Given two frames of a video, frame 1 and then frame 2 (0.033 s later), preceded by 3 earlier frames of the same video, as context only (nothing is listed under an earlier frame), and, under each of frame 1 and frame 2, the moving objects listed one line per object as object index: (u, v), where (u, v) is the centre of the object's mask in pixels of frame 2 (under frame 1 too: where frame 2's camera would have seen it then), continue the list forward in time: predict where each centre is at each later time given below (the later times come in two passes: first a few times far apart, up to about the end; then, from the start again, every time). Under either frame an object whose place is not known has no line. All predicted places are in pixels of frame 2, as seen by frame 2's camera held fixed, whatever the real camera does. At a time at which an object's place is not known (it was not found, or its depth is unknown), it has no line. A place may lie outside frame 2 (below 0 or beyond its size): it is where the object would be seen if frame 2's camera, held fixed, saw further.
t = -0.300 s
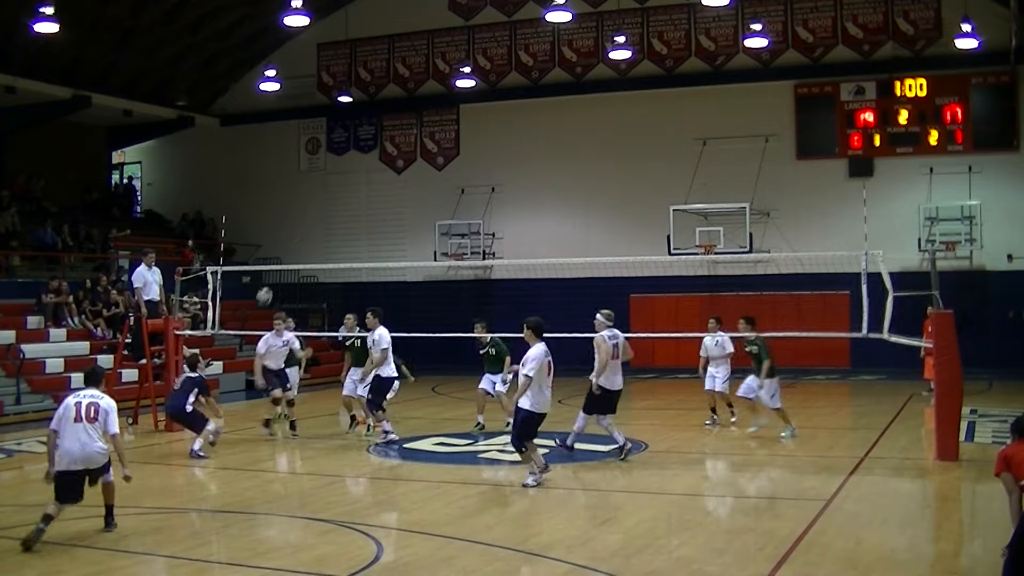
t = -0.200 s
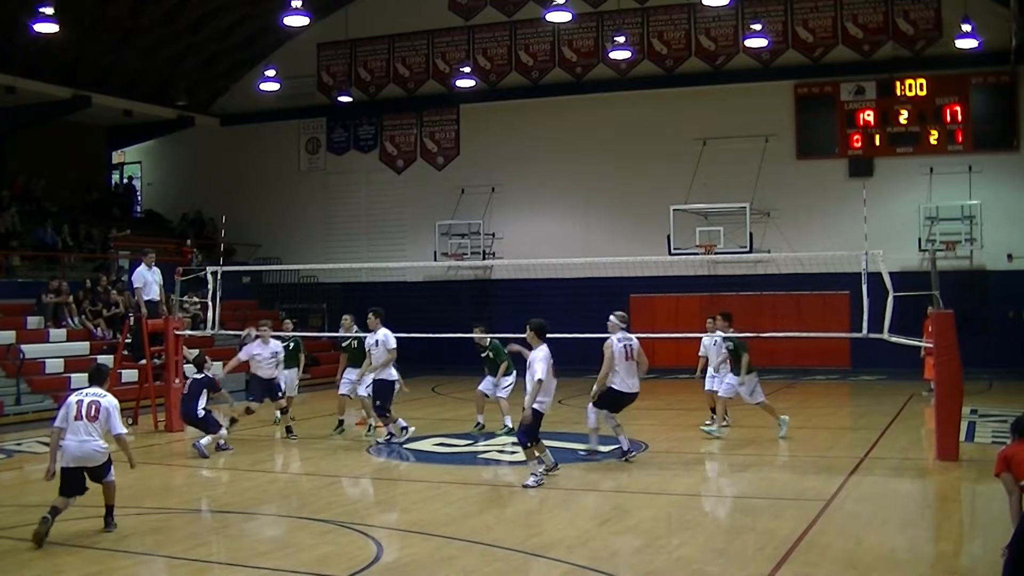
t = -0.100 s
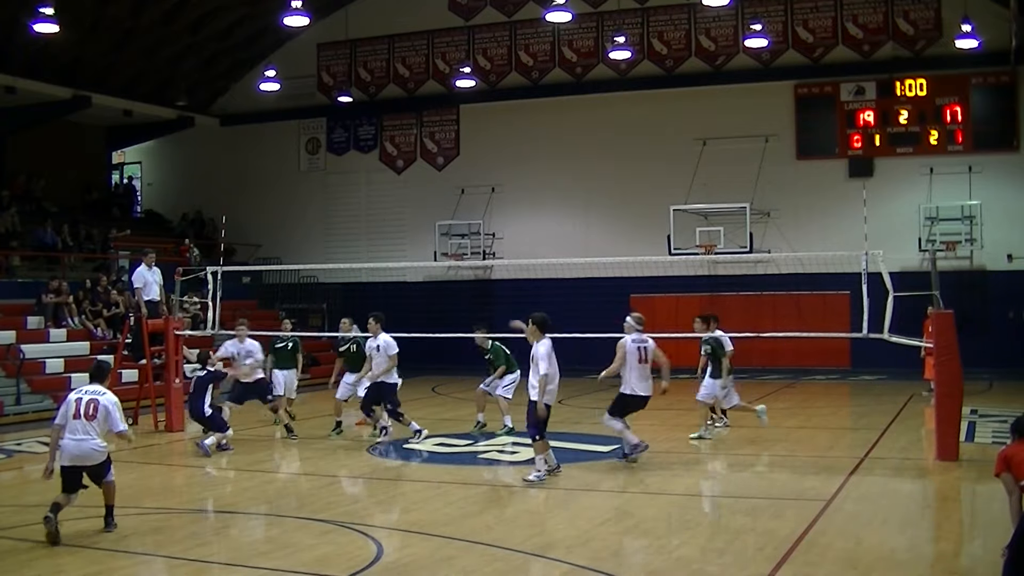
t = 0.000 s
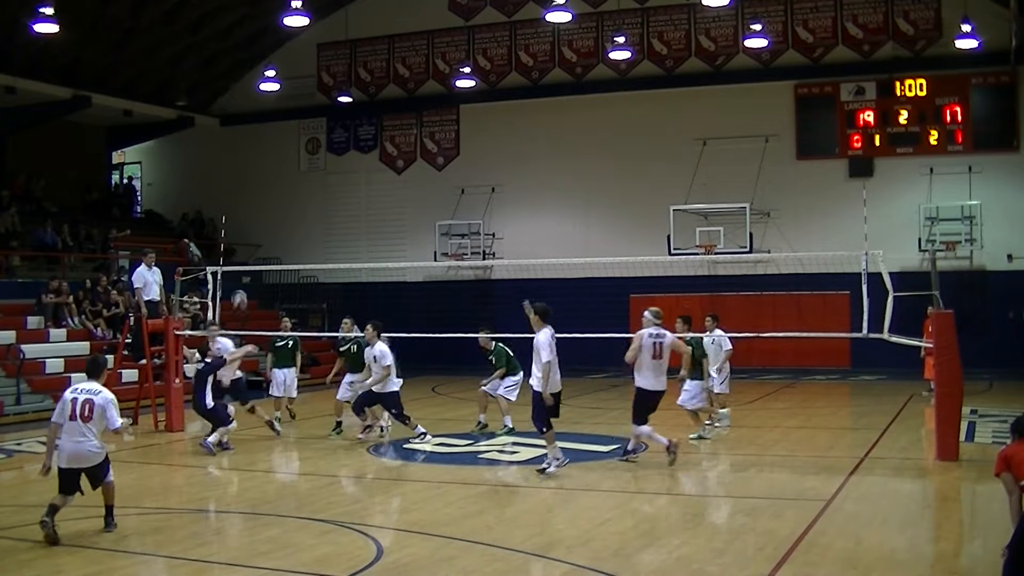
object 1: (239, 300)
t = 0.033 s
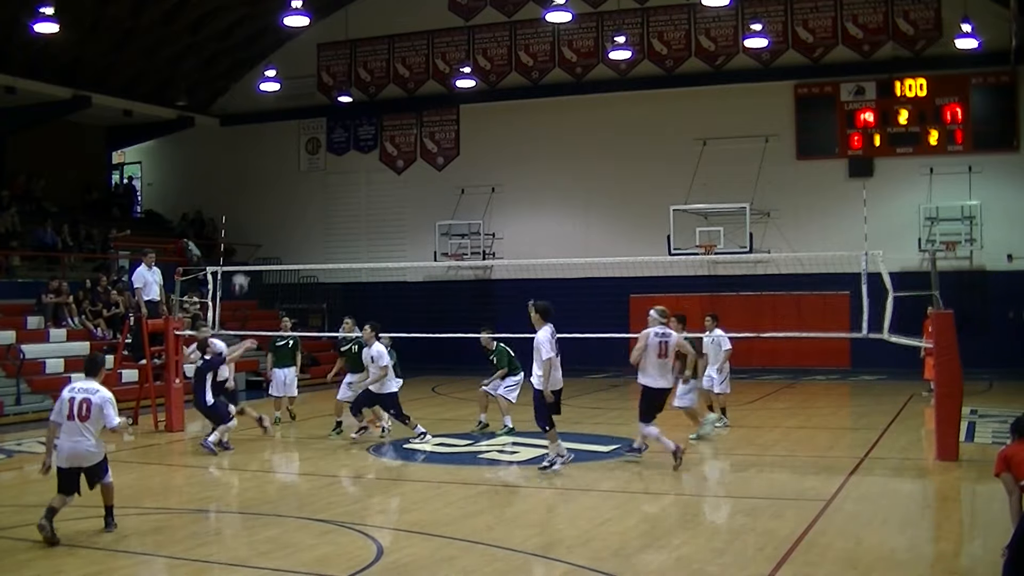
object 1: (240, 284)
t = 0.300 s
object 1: (242, 175)
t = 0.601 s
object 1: (243, 117)
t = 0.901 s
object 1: (245, 126)
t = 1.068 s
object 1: (247, 161)
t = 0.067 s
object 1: (240, 267)
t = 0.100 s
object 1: (240, 252)
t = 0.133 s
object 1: (240, 237)
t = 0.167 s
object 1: (240, 222)
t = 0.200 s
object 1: (241, 209)
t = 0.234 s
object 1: (241, 198)
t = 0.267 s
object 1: (241, 186)
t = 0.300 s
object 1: (242, 175)
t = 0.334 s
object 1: (242, 166)
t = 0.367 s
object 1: (242, 157)
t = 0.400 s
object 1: (242, 148)
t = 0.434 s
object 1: (242, 141)
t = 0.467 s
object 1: (243, 134)
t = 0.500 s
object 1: (243, 130)
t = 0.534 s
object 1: (243, 123)
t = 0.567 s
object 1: (244, 120)
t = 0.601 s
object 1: (243, 117)
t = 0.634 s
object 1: (244, 115)
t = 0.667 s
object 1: (244, 113)
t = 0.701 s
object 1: (244, 112)
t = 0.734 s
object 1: (244, 113)
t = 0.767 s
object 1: (245, 114)
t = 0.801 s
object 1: (244, 115)
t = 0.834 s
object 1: (245, 118)
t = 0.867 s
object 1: (245, 121)
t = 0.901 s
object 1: (245, 126)
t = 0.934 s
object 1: (245, 131)
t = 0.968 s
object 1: (245, 137)
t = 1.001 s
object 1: (246, 145)
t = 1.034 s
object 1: (247, 152)
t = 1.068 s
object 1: (247, 161)
